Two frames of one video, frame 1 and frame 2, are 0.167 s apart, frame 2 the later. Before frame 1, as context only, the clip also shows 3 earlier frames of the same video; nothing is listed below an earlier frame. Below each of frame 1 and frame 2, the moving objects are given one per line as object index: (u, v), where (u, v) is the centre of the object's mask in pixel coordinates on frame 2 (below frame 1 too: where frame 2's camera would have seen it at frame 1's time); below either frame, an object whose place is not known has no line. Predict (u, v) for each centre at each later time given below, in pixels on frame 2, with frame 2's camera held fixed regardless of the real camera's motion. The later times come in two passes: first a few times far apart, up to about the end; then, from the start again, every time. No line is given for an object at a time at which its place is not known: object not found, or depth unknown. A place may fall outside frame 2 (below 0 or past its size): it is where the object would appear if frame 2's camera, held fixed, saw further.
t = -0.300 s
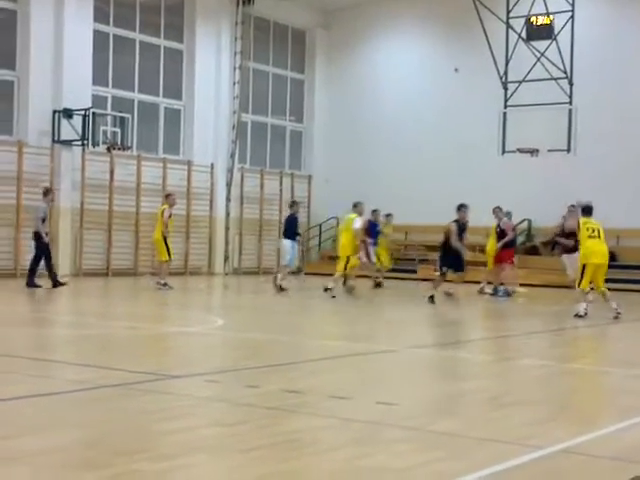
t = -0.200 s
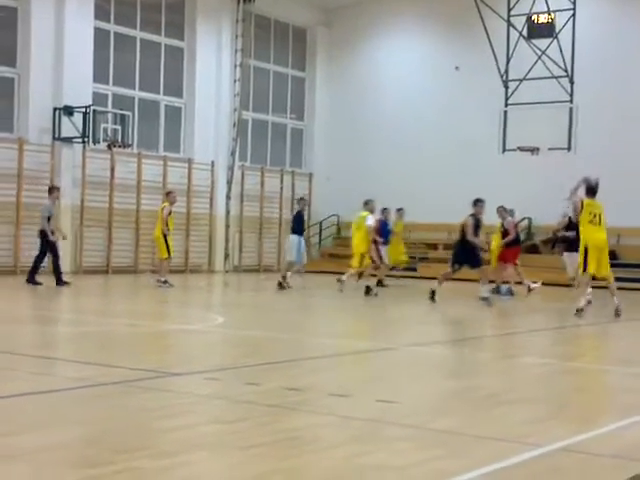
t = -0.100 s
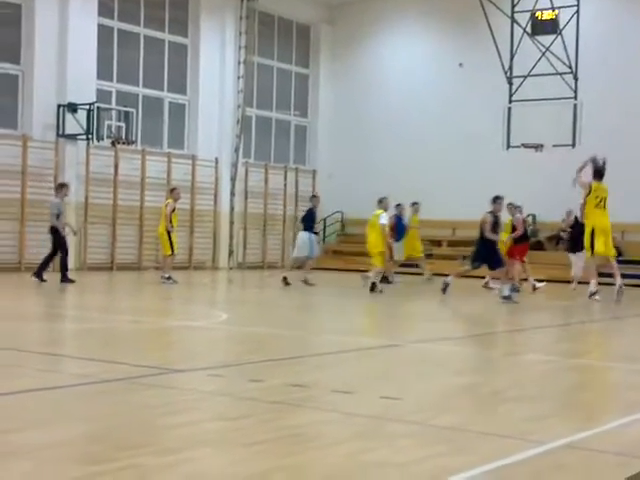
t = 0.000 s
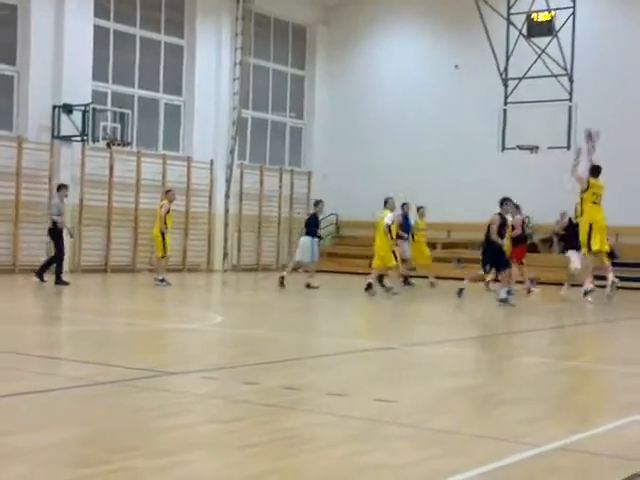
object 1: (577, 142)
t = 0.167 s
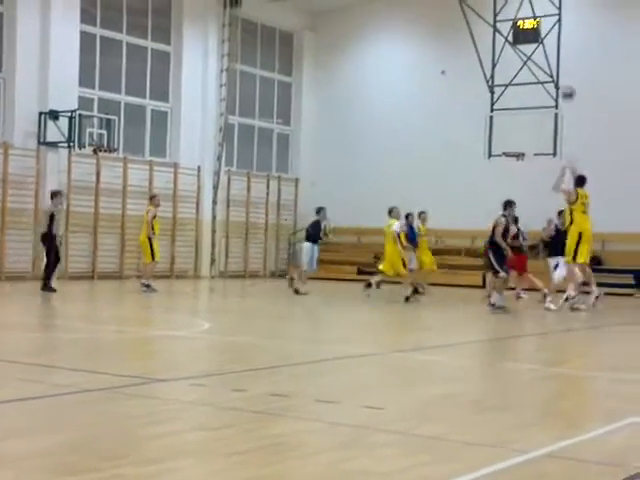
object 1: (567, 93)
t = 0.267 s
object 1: (563, 73)
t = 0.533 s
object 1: (550, 52)
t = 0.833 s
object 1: (533, 74)
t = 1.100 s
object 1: (519, 126)
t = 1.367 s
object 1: (512, 141)
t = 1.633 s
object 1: (514, 133)
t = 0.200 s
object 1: (566, 85)
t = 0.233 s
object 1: (565, 79)
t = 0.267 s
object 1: (563, 73)
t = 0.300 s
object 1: (561, 68)
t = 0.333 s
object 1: (560, 64)
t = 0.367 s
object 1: (559, 61)
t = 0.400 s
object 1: (556, 58)
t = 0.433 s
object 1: (554, 55)
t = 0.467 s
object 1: (552, 54)
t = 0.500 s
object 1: (552, 53)
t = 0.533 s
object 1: (550, 52)
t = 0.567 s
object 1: (548, 53)
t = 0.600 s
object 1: (547, 54)
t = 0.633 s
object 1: (544, 55)
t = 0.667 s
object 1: (542, 56)
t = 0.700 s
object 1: (541, 59)
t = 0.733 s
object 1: (539, 62)
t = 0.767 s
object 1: (536, 66)
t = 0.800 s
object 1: (536, 68)
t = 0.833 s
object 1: (533, 74)
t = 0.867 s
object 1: (531, 79)
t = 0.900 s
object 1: (529, 86)
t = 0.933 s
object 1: (528, 91)
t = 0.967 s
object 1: (526, 98)
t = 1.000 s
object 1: (525, 104)
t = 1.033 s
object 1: (523, 111)
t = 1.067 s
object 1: (521, 119)
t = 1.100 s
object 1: (519, 126)
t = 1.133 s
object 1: (517, 135)
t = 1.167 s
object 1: (516, 144)
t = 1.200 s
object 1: (514, 148)
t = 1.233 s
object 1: (513, 148)
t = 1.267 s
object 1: (512, 150)
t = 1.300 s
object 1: (512, 147)
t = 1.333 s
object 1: (512, 144)
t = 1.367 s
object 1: (512, 141)
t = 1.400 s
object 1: (513, 139)
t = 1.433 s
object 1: (513, 136)
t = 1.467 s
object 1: (514, 134)
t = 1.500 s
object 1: (513, 133)
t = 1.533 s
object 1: (513, 132)
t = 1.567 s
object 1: (514, 132)
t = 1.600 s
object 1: (514, 132)
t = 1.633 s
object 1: (514, 133)
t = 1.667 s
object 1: (514, 133)
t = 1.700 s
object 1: (514, 135)
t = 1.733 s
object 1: (514, 137)
